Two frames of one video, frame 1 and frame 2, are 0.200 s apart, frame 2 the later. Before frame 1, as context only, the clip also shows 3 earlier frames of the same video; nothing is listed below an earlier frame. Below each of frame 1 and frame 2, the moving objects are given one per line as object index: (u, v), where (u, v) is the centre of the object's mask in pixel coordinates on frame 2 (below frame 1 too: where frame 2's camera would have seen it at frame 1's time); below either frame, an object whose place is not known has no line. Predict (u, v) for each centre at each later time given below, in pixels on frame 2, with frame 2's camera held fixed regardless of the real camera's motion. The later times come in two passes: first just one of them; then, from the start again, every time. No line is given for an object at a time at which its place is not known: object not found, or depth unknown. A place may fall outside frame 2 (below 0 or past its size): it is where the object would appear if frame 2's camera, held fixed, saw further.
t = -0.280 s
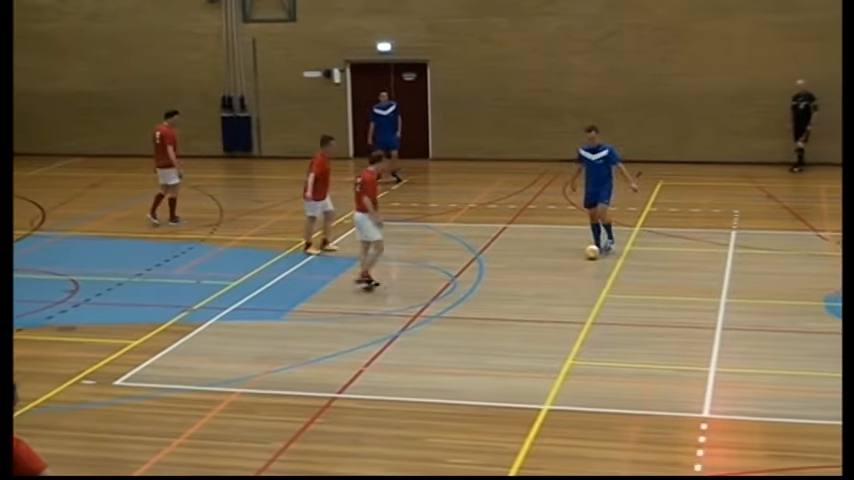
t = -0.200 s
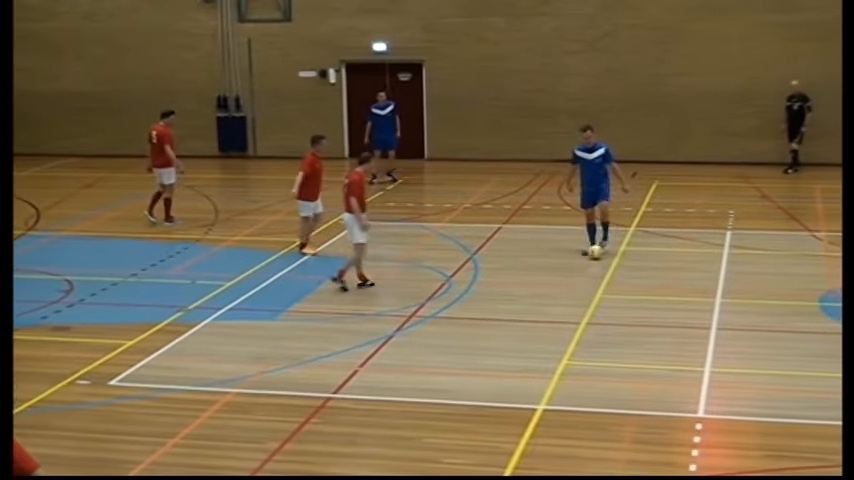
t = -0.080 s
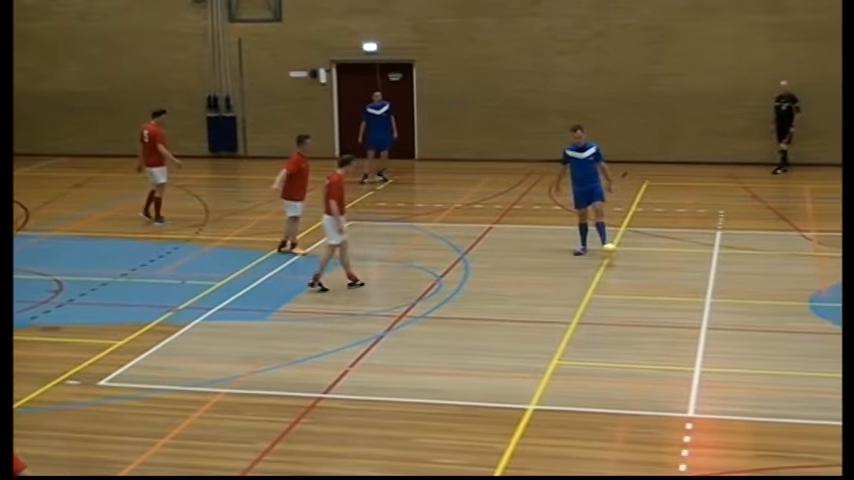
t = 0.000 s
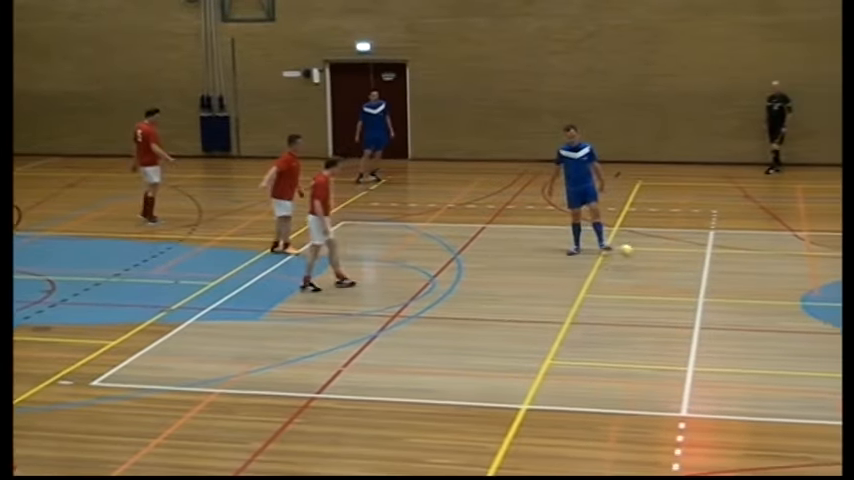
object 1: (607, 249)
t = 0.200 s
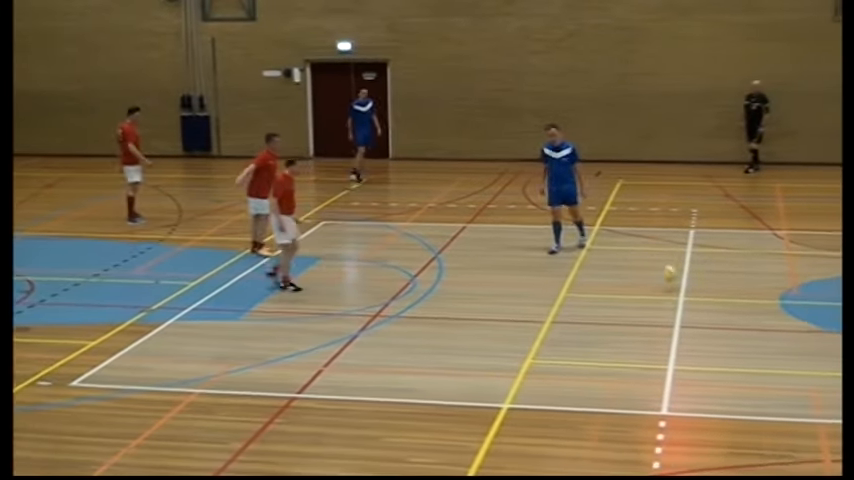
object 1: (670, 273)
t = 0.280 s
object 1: (697, 290)
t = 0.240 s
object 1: (683, 284)
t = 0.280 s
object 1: (697, 290)
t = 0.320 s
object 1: (708, 290)
